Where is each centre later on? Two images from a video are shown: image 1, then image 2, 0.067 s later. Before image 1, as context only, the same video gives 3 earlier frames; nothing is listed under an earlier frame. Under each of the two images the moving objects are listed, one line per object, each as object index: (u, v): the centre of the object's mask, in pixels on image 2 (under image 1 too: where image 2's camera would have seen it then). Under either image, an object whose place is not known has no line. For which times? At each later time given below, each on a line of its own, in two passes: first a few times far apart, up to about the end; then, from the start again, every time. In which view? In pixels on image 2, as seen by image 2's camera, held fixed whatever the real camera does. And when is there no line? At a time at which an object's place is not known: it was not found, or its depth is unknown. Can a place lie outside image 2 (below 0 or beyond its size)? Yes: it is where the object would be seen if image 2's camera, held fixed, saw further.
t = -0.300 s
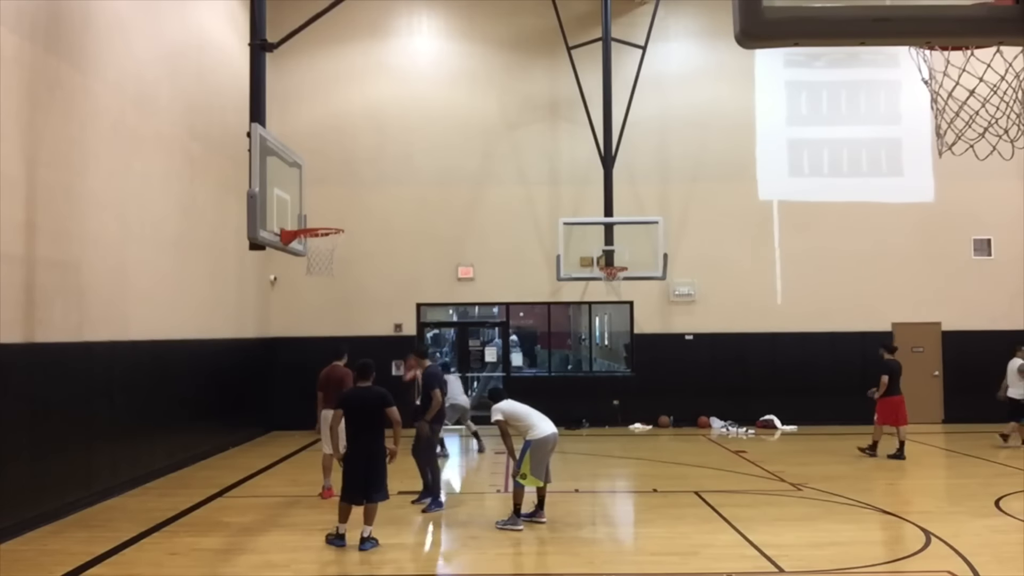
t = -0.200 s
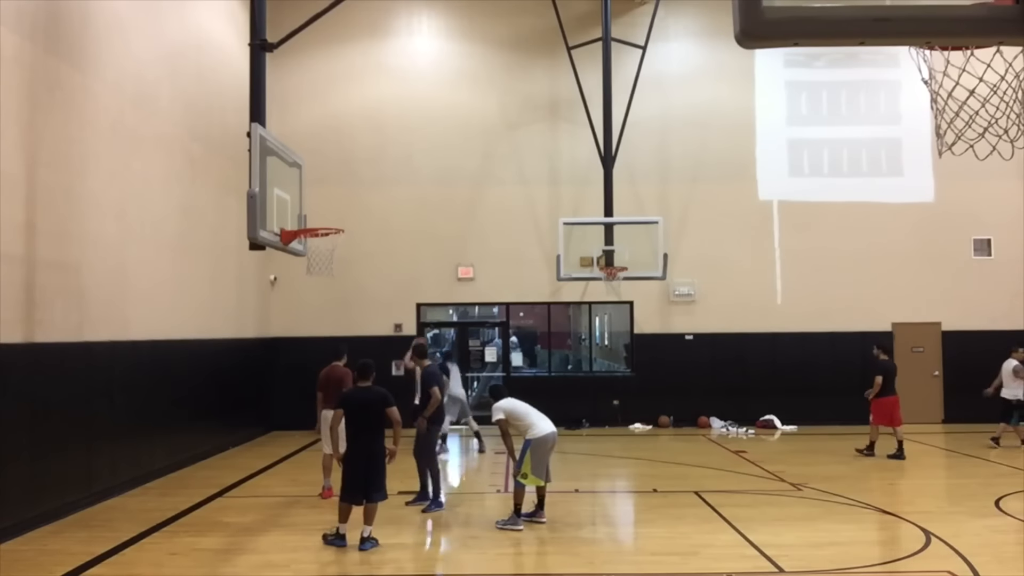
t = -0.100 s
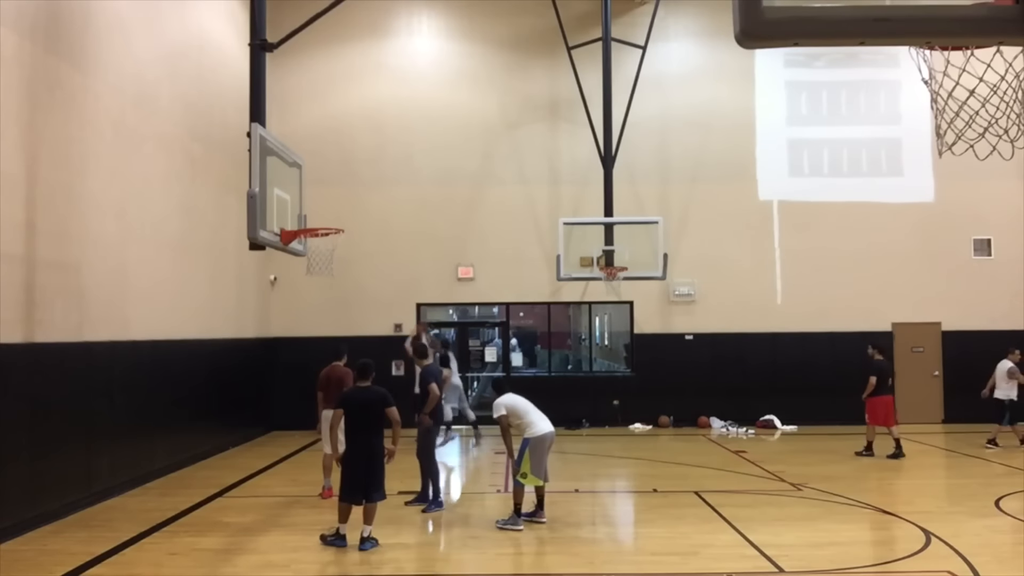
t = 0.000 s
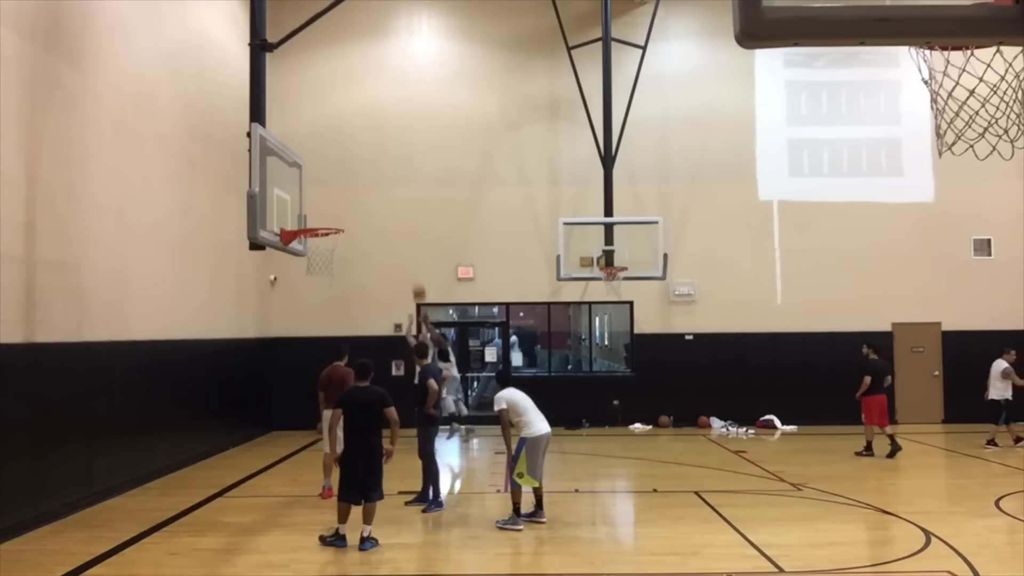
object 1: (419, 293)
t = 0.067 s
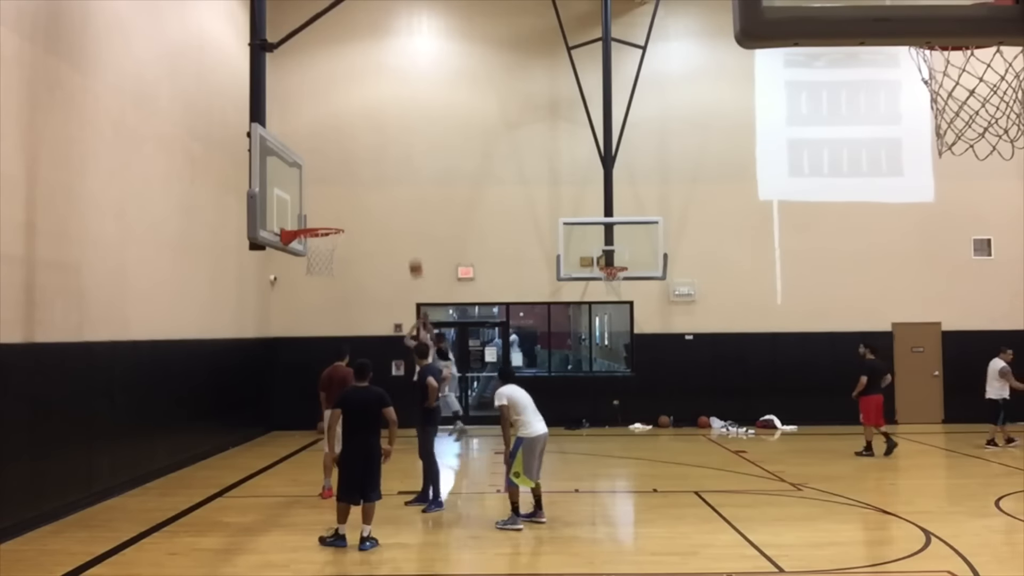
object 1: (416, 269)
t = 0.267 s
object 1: (404, 202)
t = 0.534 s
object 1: (389, 139)
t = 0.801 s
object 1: (371, 118)
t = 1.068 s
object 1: (350, 148)
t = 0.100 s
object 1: (414, 256)
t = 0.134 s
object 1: (412, 244)
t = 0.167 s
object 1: (410, 233)
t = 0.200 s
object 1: (408, 222)
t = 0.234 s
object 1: (406, 212)
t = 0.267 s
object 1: (404, 202)
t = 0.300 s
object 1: (402, 192)
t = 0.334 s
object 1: (400, 183)
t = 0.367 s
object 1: (399, 174)
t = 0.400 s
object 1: (397, 166)
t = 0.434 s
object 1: (395, 158)
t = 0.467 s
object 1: (393, 151)
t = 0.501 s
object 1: (391, 145)
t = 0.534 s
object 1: (389, 139)
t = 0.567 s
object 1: (387, 134)
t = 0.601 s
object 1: (385, 130)
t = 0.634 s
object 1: (383, 126)
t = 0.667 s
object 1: (380, 123)
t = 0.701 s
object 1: (378, 120)
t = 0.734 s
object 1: (376, 119)
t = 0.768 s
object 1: (374, 118)
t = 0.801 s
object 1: (371, 118)
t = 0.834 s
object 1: (369, 118)
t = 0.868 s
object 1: (366, 120)
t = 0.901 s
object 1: (364, 122)
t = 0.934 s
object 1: (361, 125)
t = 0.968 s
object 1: (358, 130)
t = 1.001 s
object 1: (356, 135)
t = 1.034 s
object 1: (353, 141)
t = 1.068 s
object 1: (350, 148)
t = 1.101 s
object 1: (347, 156)
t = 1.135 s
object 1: (344, 166)
